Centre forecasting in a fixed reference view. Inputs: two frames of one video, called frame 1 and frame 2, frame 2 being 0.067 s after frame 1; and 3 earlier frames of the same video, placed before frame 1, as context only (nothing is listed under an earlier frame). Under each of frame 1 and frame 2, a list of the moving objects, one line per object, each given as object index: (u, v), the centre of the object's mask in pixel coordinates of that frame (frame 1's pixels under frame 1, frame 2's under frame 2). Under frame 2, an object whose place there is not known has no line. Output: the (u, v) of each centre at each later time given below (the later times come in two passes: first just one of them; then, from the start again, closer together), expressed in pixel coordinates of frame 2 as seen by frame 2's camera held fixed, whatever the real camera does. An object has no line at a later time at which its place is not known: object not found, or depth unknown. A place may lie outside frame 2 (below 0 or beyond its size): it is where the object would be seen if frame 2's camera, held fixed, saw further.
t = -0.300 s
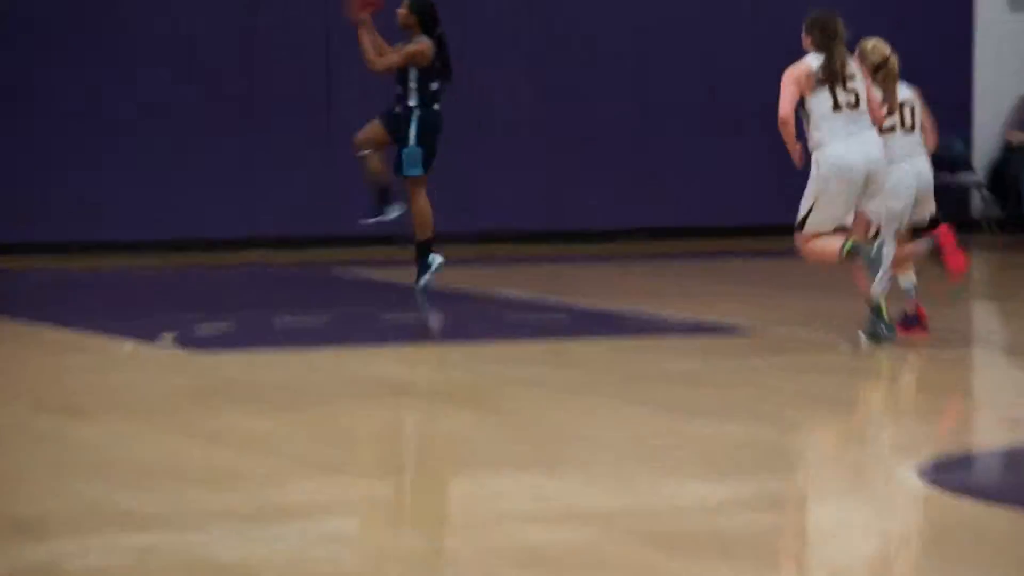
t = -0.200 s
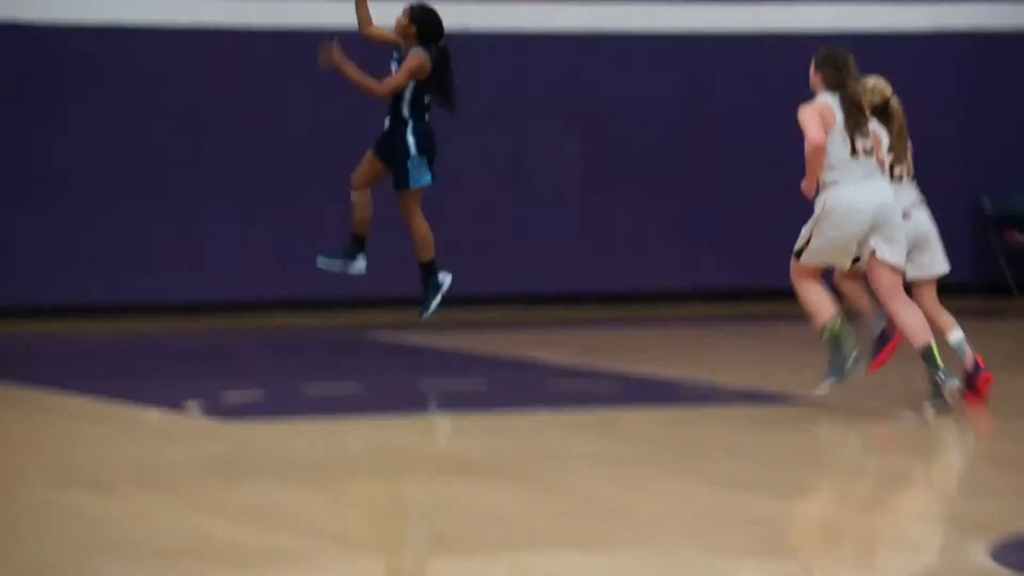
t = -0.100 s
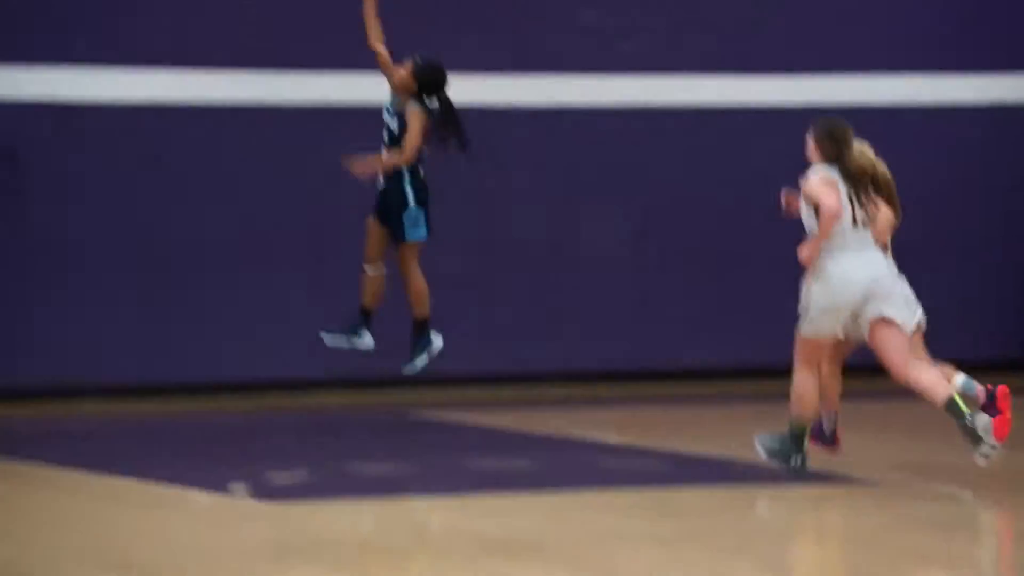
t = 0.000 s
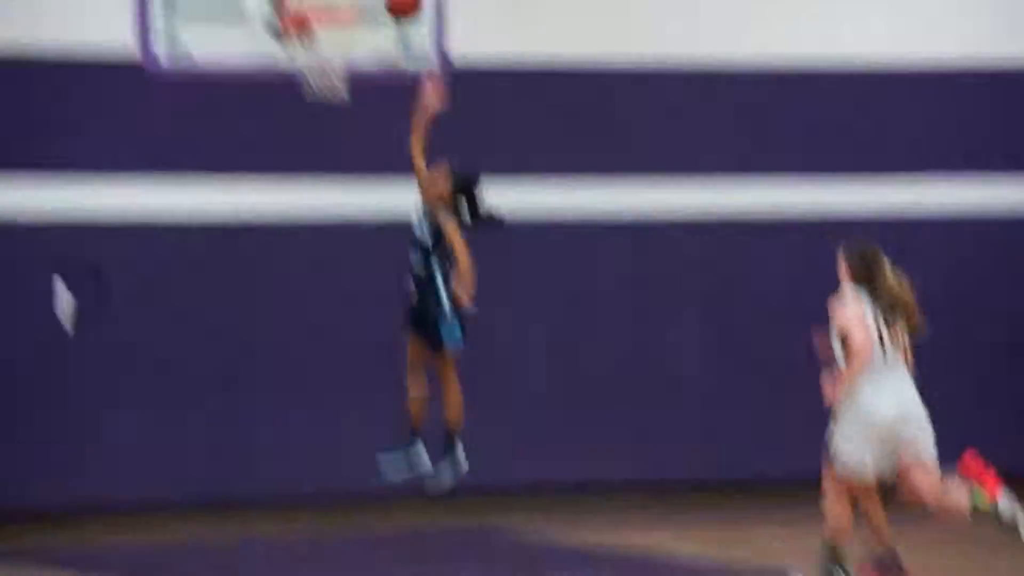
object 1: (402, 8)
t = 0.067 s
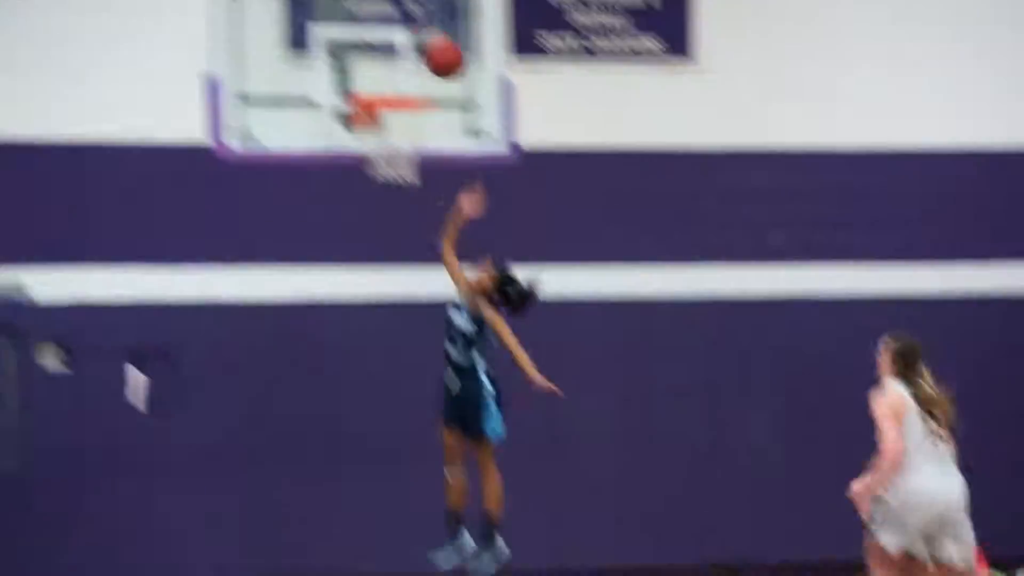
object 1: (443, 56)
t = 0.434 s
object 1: (413, 62)
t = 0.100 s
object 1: (433, 45)
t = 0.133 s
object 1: (431, 36)
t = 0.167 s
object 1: (430, 34)
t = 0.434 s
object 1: (413, 62)
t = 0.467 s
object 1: (411, 73)
